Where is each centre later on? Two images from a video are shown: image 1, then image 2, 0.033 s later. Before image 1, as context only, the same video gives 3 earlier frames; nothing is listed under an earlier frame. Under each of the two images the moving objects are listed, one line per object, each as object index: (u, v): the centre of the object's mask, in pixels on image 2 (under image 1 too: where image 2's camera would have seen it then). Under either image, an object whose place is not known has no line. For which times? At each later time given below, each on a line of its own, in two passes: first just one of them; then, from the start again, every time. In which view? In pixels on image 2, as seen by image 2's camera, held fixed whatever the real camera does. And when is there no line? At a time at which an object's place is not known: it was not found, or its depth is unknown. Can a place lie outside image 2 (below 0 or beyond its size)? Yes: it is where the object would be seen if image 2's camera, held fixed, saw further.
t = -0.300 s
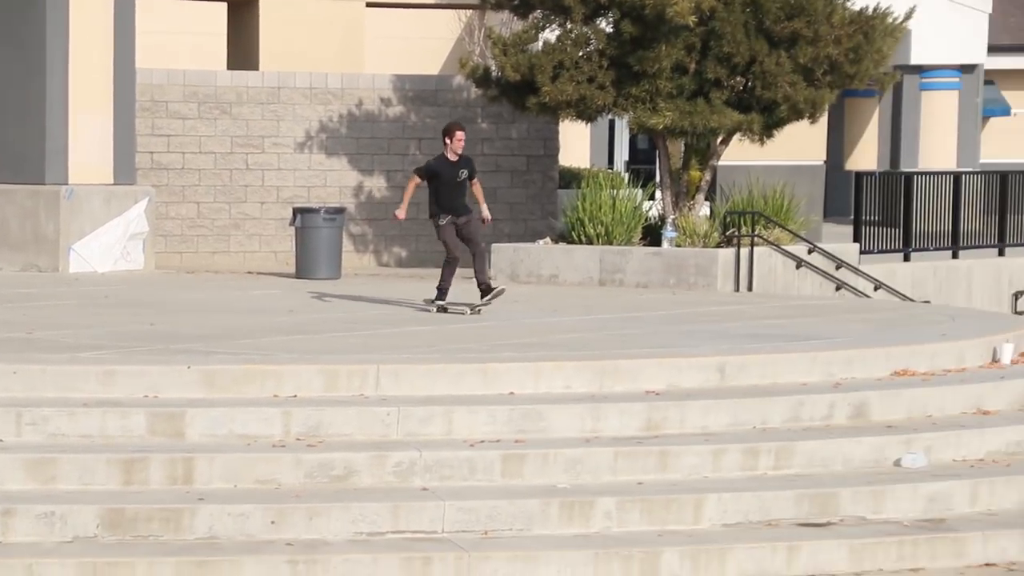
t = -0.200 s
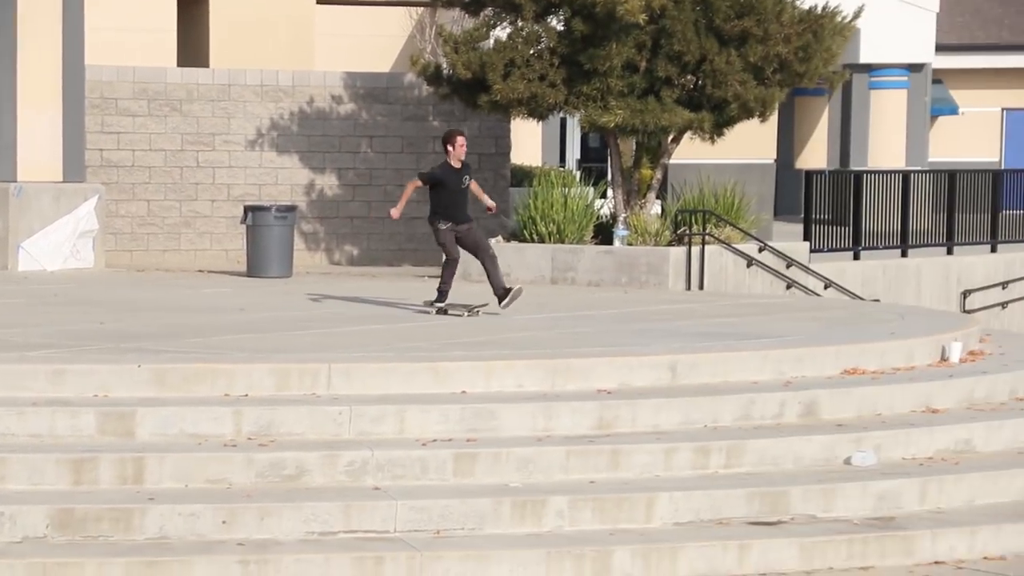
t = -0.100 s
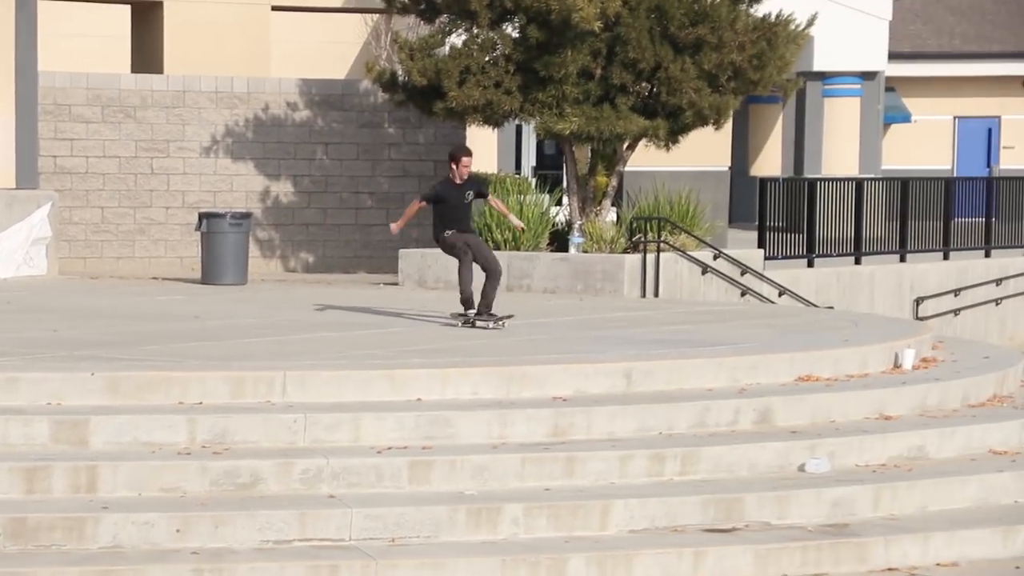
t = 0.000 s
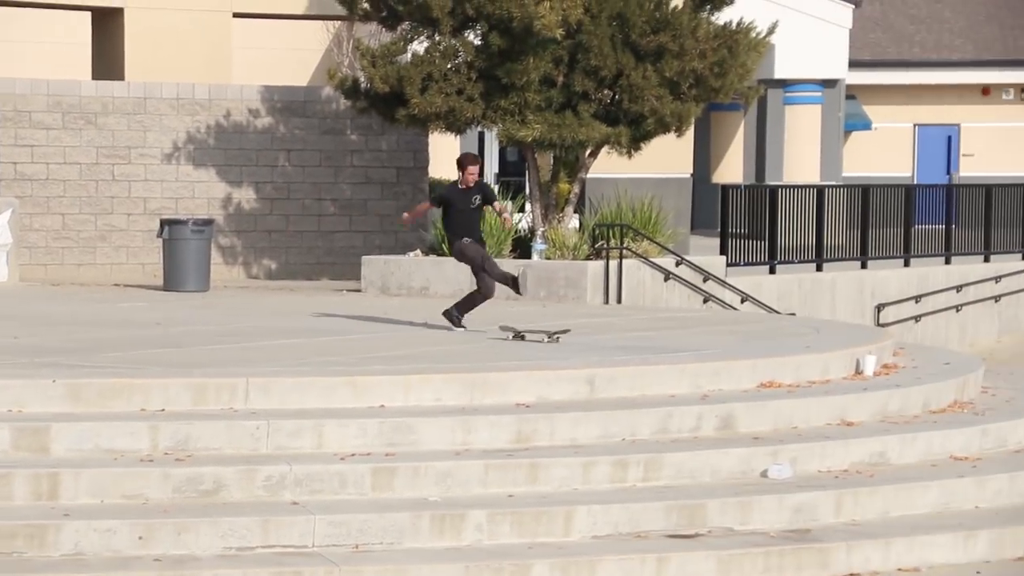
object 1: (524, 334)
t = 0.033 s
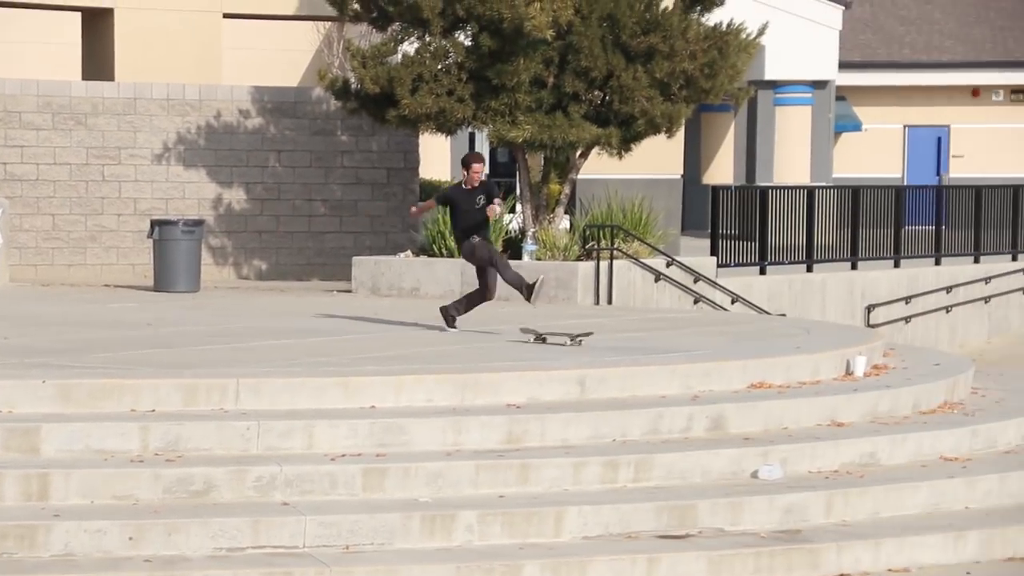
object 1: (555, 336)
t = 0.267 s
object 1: (804, 362)
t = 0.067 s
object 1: (587, 339)
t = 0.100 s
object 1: (620, 342)
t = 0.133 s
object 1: (654, 344)
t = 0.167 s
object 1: (690, 347)
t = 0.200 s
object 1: (726, 351)
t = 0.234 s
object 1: (764, 355)
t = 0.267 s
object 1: (804, 362)
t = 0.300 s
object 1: (836, 368)
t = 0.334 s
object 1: (880, 379)
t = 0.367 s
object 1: (924, 392)
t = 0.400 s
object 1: (966, 405)
